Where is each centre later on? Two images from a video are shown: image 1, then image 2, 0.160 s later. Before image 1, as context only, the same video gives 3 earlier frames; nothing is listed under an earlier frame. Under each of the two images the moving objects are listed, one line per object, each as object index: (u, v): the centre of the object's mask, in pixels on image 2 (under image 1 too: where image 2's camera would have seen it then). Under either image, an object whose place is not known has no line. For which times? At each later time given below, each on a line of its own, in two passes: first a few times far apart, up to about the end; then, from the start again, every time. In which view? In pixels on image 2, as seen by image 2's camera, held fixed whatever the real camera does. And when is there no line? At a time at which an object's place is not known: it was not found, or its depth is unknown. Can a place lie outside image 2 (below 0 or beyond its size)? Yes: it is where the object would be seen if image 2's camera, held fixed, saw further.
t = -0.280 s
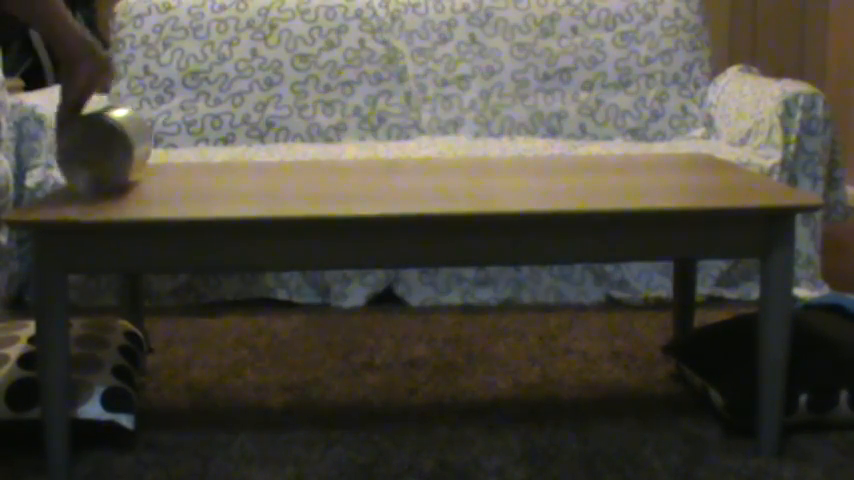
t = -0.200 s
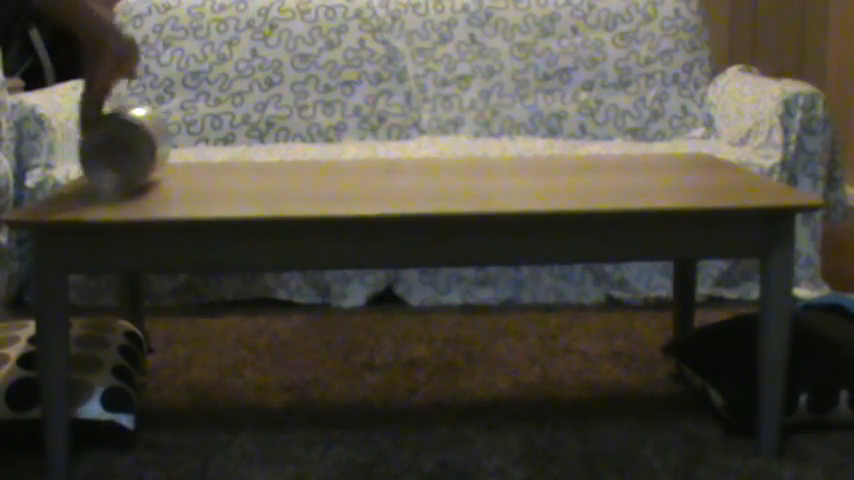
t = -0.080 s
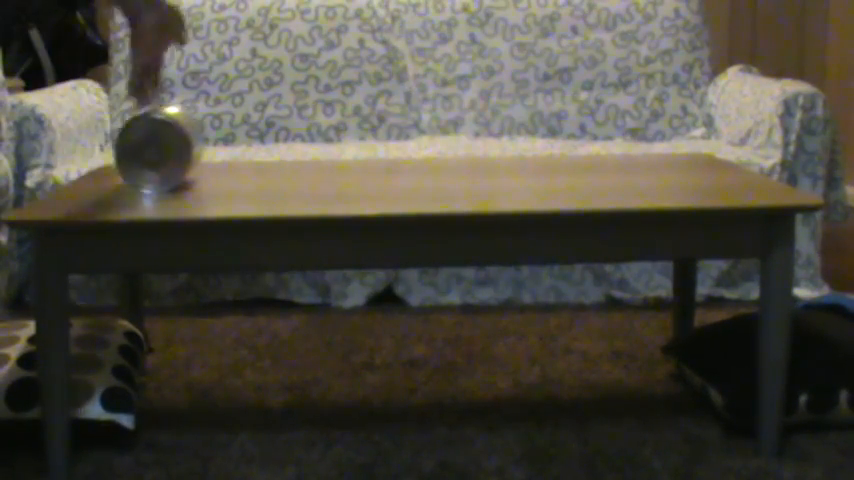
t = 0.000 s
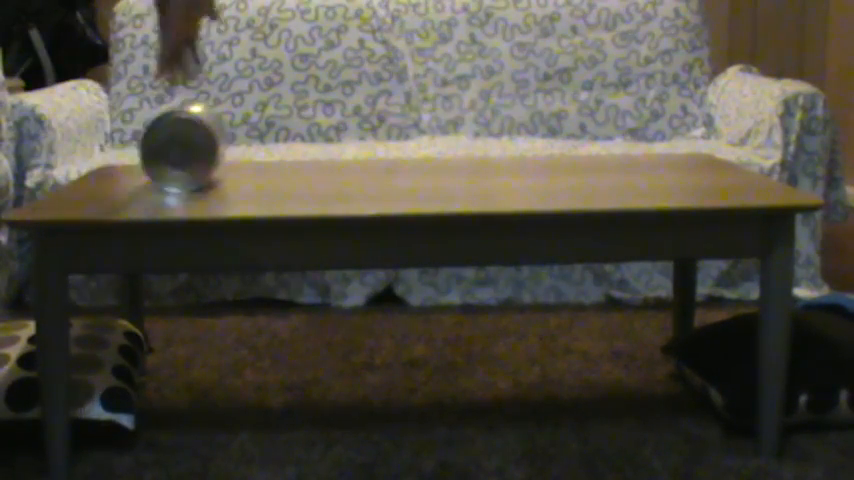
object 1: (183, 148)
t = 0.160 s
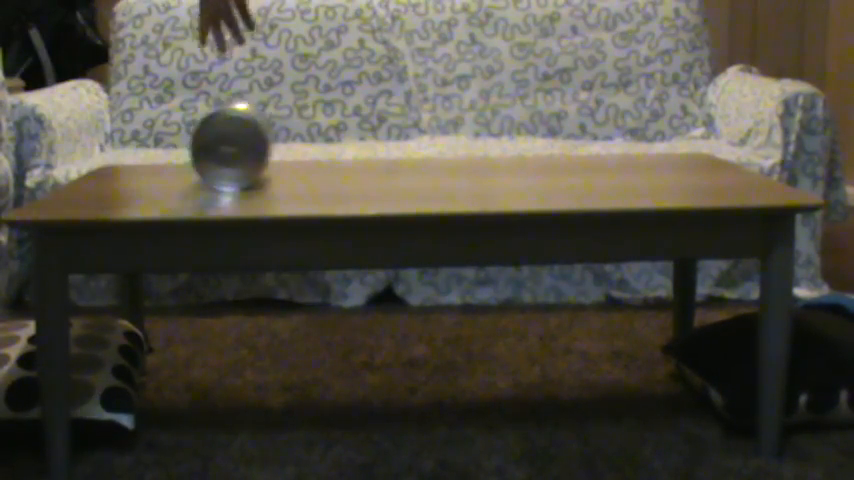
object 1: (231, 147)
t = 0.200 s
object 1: (242, 148)
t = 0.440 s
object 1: (313, 146)
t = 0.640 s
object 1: (367, 144)
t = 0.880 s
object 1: (429, 141)
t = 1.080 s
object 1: (474, 140)
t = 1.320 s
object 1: (526, 138)
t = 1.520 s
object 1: (563, 137)
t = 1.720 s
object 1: (597, 136)
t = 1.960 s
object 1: (634, 136)
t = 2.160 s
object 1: (660, 135)
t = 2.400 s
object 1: (685, 135)
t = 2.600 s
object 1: (702, 134)
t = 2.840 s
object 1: (716, 133)
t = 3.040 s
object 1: (724, 133)
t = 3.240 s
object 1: (728, 133)
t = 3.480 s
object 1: (727, 133)
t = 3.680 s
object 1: (721, 134)
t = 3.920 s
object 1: (709, 133)
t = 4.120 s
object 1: (697, 134)
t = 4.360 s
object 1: (675, 135)
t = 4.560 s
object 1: (653, 135)
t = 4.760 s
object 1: (628, 136)
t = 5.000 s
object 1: (593, 137)
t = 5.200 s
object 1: (561, 138)
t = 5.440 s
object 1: (517, 139)
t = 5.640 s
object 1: (478, 140)
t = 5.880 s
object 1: (426, 142)
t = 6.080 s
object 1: (380, 143)
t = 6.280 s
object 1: (331, 145)
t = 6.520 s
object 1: (270, 146)
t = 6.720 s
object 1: (218, 147)
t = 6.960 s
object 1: (153, 149)
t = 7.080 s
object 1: (122, 149)
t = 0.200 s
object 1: (242, 148)
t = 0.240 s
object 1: (255, 147)
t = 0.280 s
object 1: (267, 147)
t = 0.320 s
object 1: (278, 147)
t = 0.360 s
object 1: (289, 146)
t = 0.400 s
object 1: (301, 146)
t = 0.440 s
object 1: (313, 146)
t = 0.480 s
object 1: (324, 145)
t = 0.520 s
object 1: (335, 145)
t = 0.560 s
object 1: (346, 145)
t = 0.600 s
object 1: (357, 143)
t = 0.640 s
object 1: (367, 144)
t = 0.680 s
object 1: (378, 142)
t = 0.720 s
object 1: (388, 142)
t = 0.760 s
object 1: (399, 142)
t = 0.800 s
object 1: (409, 142)
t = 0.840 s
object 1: (419, 142)
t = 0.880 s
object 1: (429, 141)
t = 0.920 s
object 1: (439, 141)
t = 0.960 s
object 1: (448, 140)
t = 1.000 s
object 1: (457, 140)
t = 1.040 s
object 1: (466, 140)
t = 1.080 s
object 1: (474, 140)
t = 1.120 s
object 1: (484, 140)
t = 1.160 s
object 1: (493, 139)
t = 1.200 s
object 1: (502, 139)
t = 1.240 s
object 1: (510, 139)
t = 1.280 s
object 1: (518, 139)
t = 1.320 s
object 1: (526, 138)
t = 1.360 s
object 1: (533, 138)
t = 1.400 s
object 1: (540, 137)
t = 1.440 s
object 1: (548, 138)
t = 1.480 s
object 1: (557, 137)
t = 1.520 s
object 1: (563, 137)
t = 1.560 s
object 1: (570, 137)
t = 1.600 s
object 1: (577, 136)
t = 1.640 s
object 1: (584, 136)
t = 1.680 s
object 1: (591, 136)
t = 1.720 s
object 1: (597, 136)
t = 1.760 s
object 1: (604, 137)
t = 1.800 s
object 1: (608, 136)
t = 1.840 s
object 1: (615, 136)
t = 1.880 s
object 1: (622, 136)
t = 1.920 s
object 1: (627, 135)
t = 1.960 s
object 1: (634, 136)
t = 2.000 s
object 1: (639, 136)
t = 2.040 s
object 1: (643, 135)
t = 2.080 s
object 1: (649, 135)
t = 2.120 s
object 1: (655, 135)
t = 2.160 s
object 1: (660, 135)
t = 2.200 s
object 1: (665, 135)
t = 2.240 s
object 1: (668, 135)
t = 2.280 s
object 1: (673, 135)
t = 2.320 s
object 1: (677, 135)
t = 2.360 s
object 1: (682, 135)
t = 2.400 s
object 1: (685, 135)
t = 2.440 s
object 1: (689, 135)
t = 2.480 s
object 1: (693, 134)
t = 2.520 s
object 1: (696, 134)
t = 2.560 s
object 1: (699, 134)
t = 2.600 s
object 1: (702, 134)
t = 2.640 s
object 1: (704, 134)
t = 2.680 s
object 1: (708, 134)
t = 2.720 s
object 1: (710, 134)
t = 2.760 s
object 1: (713, 134)
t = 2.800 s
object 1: (715, 134)
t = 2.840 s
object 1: (716, 133)
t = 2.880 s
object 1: (717, 133)
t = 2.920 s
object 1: (720, 133)
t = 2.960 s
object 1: (722, 133)
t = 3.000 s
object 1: (723, 133)
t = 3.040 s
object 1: (724, 133)
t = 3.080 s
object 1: (725, 133)
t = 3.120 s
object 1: (726, 133)
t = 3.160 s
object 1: (727, 133)
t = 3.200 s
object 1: (728, 133)
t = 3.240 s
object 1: (728, 133)
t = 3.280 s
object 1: (729, 133)
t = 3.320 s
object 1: (728, 133)
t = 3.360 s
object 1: (728, 132)
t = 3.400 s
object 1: (728, 133)
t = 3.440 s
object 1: (728, 133)
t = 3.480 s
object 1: (727, 133)
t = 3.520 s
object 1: (726, 133)
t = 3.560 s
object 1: (724, 134)
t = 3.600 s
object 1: (724, 134)
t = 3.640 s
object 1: (722, 133)
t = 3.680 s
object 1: (721, 134)
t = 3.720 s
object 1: (719, 133)
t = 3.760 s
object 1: (718, 134)
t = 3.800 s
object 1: (716, 133)
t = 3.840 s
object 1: (714, 133)
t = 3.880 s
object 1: (711, 133)
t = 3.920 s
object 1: (709, 133)
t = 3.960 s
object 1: (707, 134)
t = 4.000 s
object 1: (705, 134)
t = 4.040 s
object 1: (703, 134)
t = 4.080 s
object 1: (700, 134)
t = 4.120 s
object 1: (697, 134)
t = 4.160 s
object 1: (694, 135)
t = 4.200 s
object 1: (691, 134)
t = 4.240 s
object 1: (687, 135)
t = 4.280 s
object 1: (684, 135)
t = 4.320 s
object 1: (679, 135)
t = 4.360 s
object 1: (675, 135)
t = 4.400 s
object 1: (672, 135)
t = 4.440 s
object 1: (668, 135)
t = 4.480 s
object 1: (664, 135)
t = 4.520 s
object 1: (659, 136)
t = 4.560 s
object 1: (653, 135)
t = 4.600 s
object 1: (649, 136)
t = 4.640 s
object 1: (643, 135)
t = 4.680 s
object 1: (638, 135)
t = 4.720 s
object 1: (633, 136)
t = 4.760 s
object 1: (628, 136)
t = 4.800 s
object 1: (622, 137)
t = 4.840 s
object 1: (617, 136)
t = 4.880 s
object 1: (611, 136)
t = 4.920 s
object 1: (606, 137)
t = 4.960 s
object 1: (599, 137)
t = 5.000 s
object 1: (593, 137)
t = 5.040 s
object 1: (586, 137)
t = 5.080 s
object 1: (580, 137)
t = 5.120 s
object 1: (574, 137)
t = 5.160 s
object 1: (567, 138)
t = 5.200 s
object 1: (561, 138)
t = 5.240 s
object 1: (554, 138)
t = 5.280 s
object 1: (547, 139)
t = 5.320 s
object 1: (538, 138)
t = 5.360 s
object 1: (532, 139)
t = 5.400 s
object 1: (524, 139)
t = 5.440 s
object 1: (517, 139)
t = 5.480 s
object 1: (509, 139)
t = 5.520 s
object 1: (502, 139)
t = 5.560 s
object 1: (494, 140)
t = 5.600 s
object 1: (486, 140)
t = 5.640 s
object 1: (478, 140)
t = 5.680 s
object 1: (470, 140)
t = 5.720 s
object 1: (461, 140)
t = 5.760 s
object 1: (453, 140)
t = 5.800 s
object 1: (444, 141)
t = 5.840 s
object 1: (435, 142)
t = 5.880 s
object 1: (426, 142)
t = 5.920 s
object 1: (416, 141)
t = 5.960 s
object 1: (408, 142)
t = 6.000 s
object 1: (400, 143)
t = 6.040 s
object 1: (390, 143)
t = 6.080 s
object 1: (380, 143)
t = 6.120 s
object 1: (371, 144)
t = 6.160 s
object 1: (361, 145)
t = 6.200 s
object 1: (351, 145)
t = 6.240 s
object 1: (341, 145)
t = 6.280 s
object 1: (331, 145)
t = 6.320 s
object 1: (321, 146)
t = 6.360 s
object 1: (311, 146)
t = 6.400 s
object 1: (301, 146)
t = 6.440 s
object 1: (291, 147)
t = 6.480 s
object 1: (281, 146)
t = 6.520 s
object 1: (270, 146)
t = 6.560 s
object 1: (260, 146)
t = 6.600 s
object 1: (249, 146)
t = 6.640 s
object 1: (237, 147)
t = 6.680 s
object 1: (228, 147)
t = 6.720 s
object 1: (218, 147)
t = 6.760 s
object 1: (207, 147)
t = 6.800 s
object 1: (196, 147)
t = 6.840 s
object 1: (186, 147)
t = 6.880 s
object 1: (175, 148)
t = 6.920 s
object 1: (165, 148)
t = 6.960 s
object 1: (153, 149)
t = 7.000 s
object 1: (144, 147)
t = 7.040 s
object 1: (133, 148)
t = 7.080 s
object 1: (122, 149)
